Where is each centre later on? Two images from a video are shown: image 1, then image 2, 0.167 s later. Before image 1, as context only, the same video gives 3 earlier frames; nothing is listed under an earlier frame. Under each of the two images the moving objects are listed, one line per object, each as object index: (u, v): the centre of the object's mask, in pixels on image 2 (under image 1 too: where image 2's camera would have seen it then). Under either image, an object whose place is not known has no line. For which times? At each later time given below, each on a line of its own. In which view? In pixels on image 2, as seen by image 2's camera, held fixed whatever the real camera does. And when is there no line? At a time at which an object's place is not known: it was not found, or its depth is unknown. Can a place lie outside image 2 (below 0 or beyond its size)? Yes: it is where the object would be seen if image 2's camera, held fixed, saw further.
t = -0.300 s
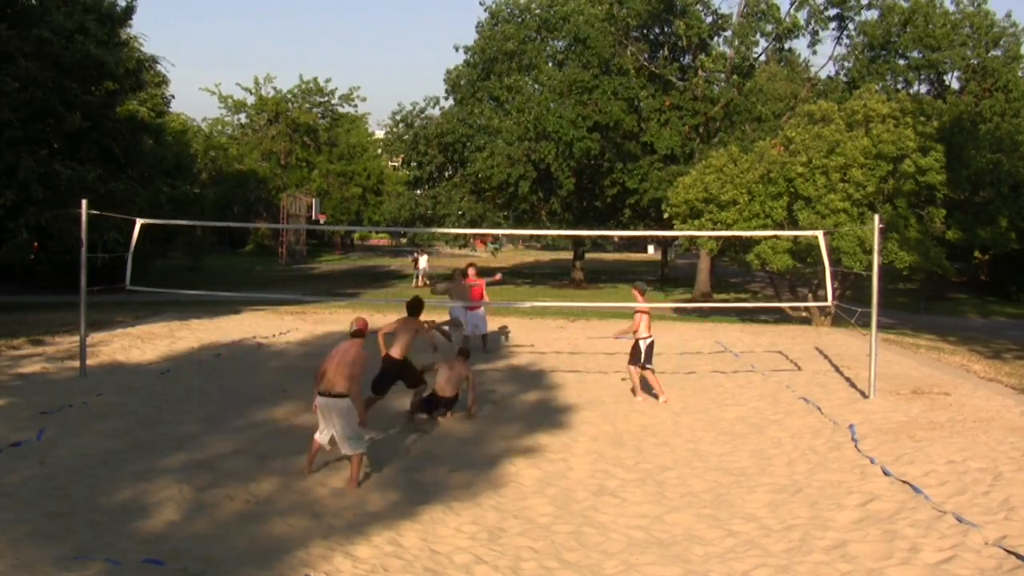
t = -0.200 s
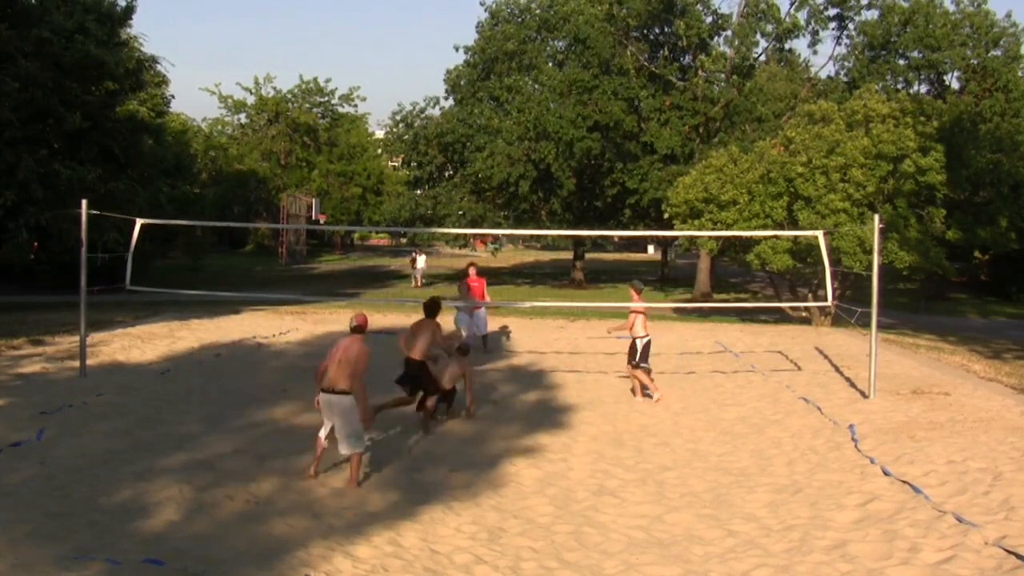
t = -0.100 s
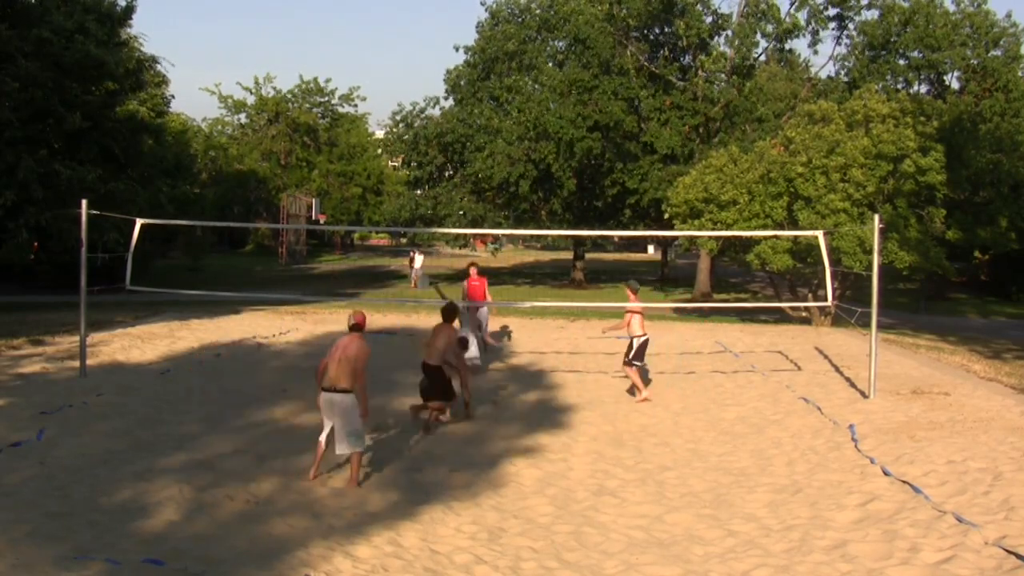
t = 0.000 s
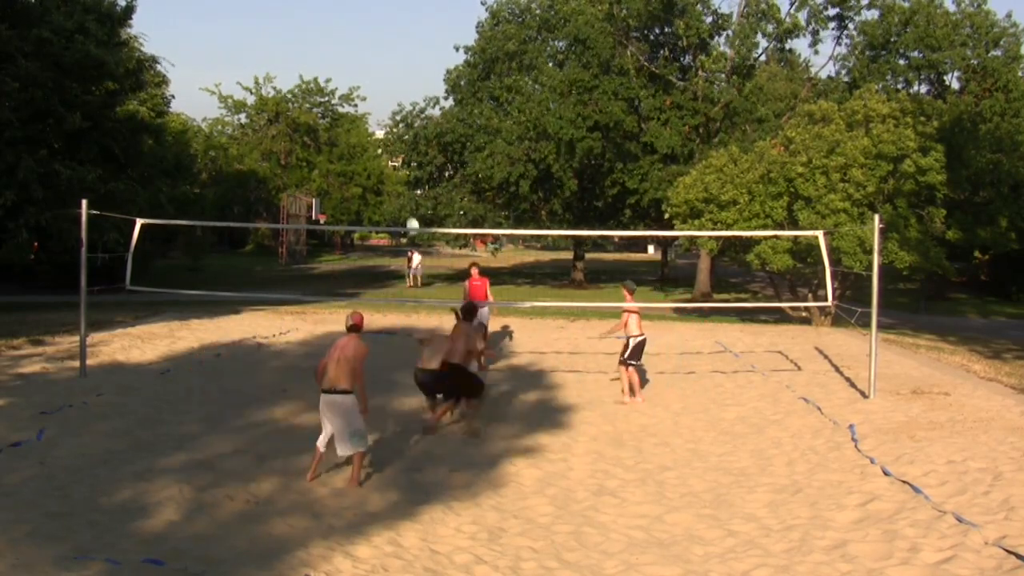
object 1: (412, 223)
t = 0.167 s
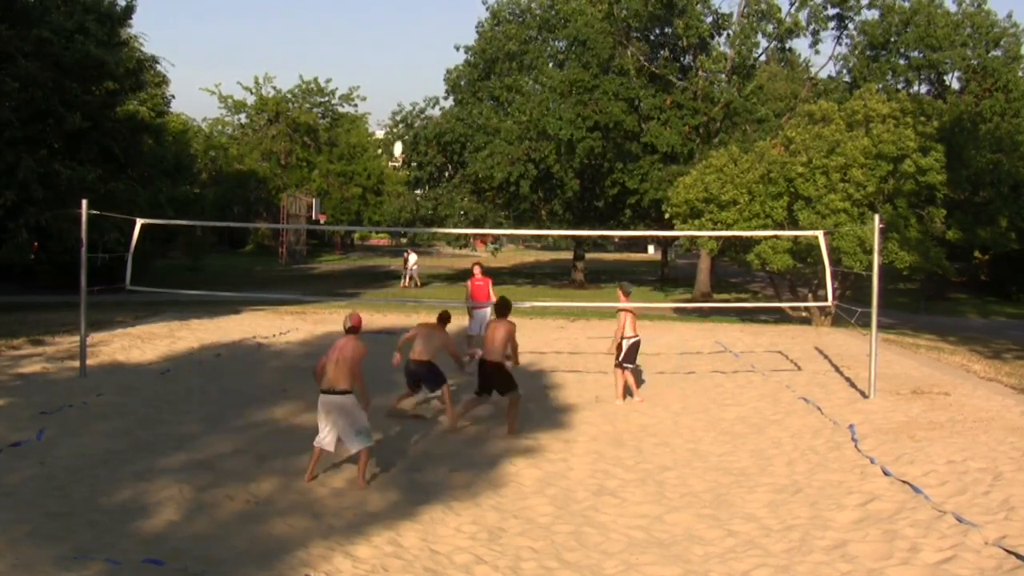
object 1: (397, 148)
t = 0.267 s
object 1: (389, 107)
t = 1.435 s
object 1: (323, 102)
